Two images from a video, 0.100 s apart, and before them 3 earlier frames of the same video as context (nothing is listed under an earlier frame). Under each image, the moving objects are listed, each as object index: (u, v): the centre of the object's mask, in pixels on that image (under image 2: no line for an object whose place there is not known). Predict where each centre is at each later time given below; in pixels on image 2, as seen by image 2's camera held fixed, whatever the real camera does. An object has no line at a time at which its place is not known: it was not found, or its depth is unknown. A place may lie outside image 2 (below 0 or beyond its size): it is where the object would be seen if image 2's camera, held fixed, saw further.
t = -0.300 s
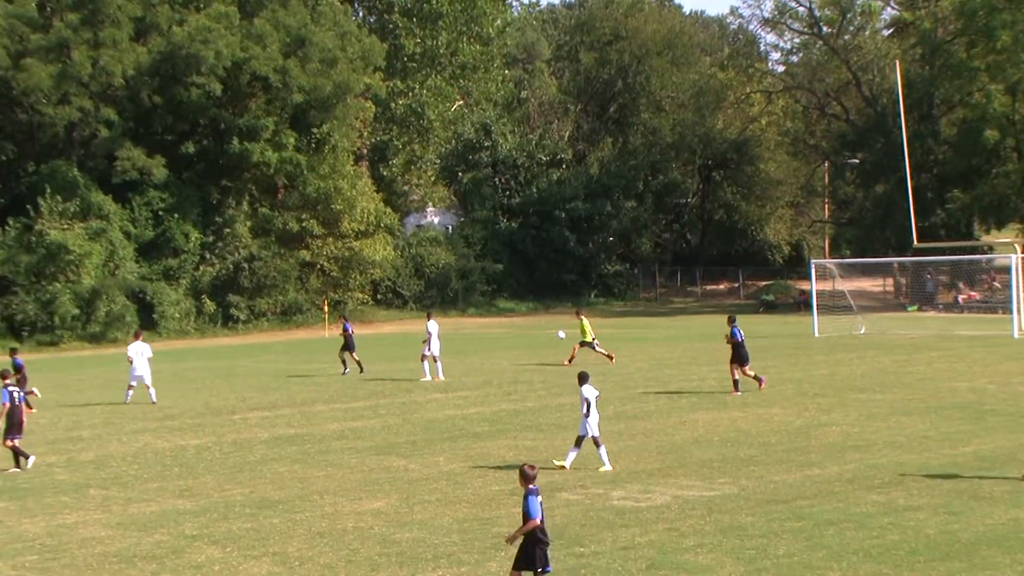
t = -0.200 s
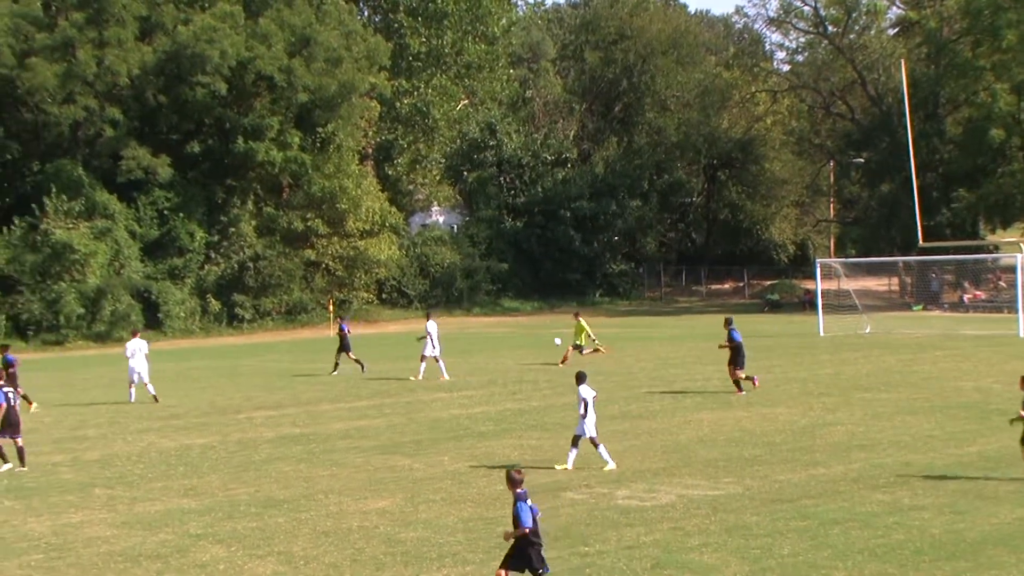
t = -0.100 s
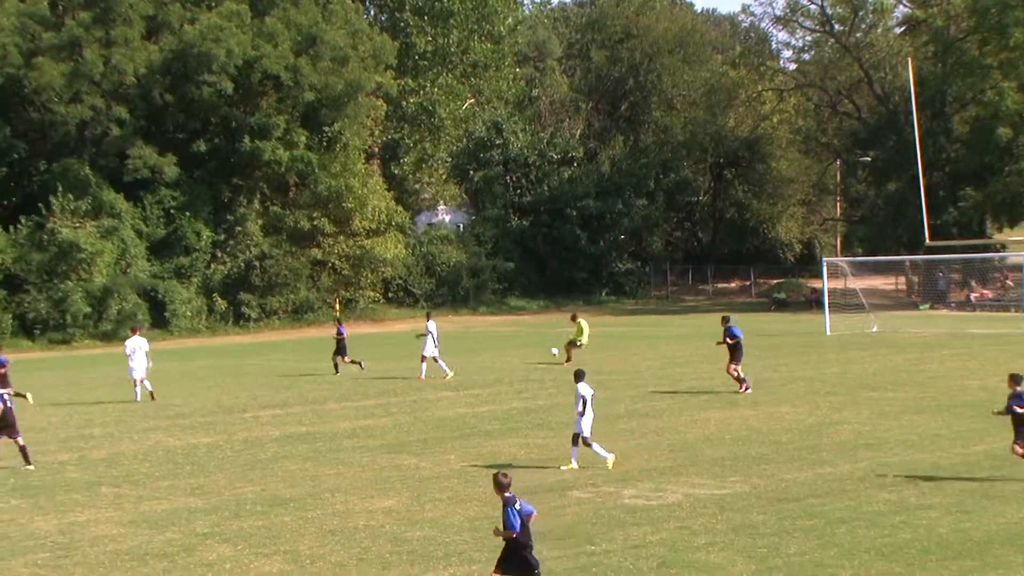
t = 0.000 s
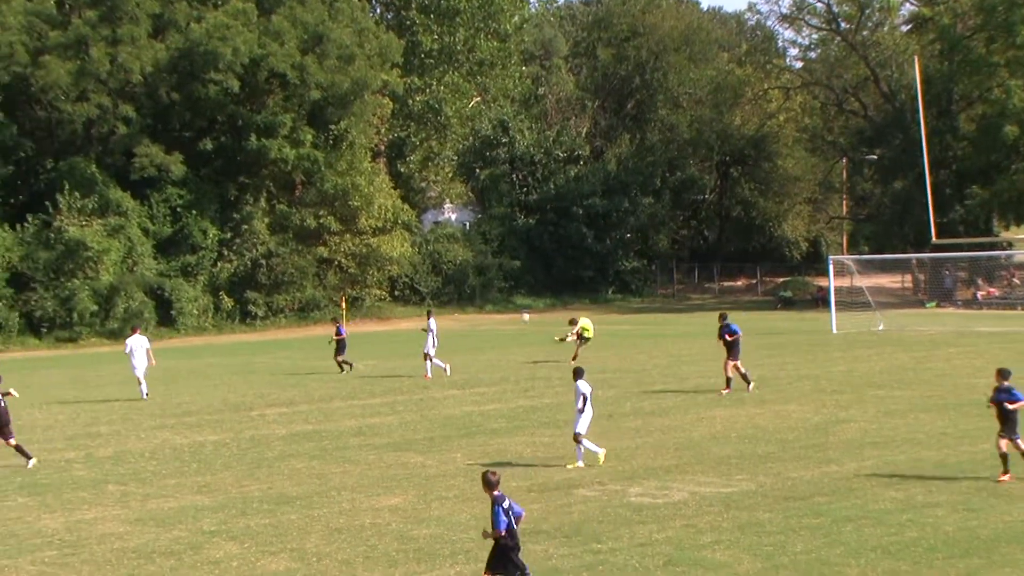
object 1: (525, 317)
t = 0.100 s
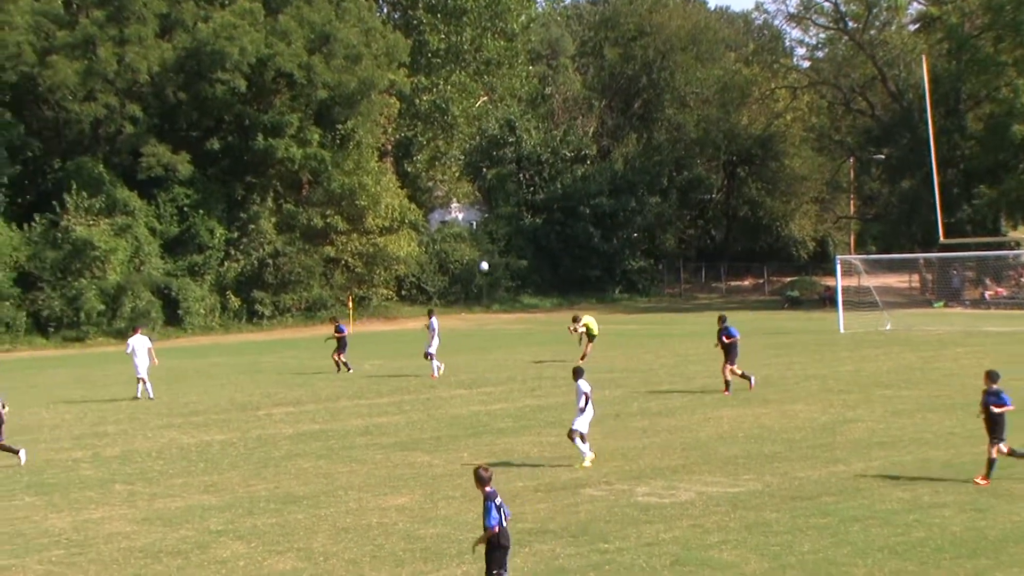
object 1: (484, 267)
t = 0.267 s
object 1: (398, 187)
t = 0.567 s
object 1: (219, 67)
